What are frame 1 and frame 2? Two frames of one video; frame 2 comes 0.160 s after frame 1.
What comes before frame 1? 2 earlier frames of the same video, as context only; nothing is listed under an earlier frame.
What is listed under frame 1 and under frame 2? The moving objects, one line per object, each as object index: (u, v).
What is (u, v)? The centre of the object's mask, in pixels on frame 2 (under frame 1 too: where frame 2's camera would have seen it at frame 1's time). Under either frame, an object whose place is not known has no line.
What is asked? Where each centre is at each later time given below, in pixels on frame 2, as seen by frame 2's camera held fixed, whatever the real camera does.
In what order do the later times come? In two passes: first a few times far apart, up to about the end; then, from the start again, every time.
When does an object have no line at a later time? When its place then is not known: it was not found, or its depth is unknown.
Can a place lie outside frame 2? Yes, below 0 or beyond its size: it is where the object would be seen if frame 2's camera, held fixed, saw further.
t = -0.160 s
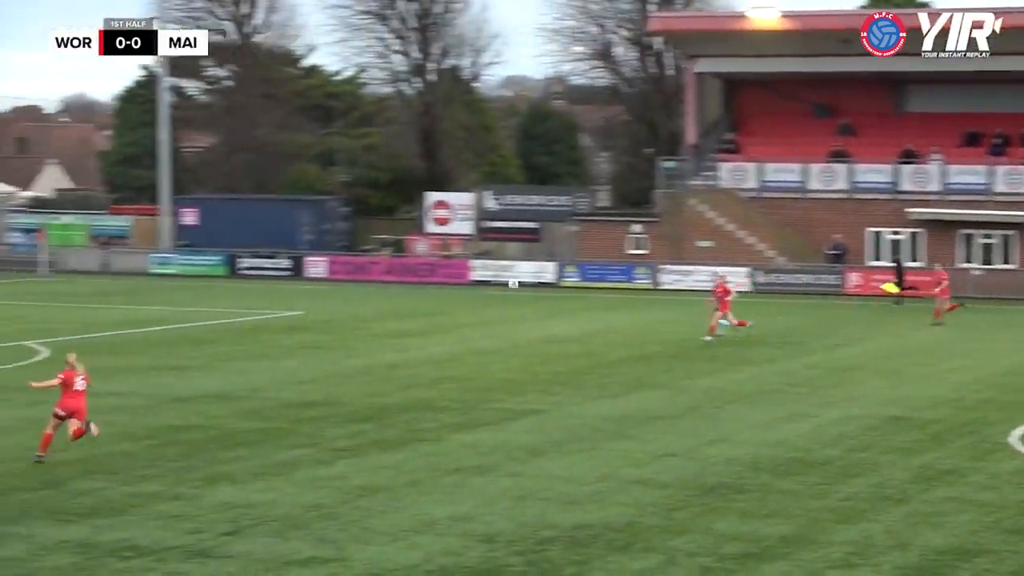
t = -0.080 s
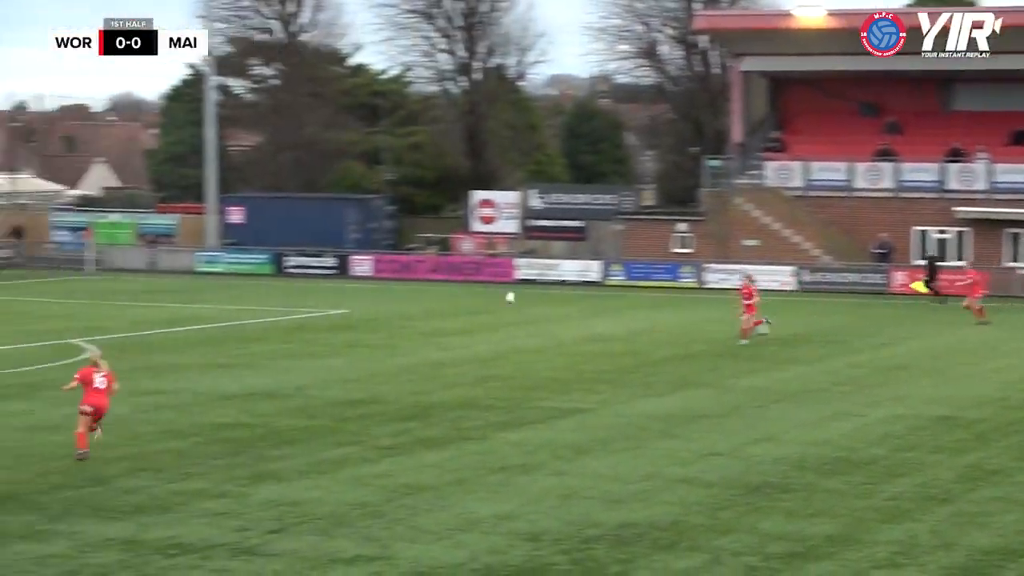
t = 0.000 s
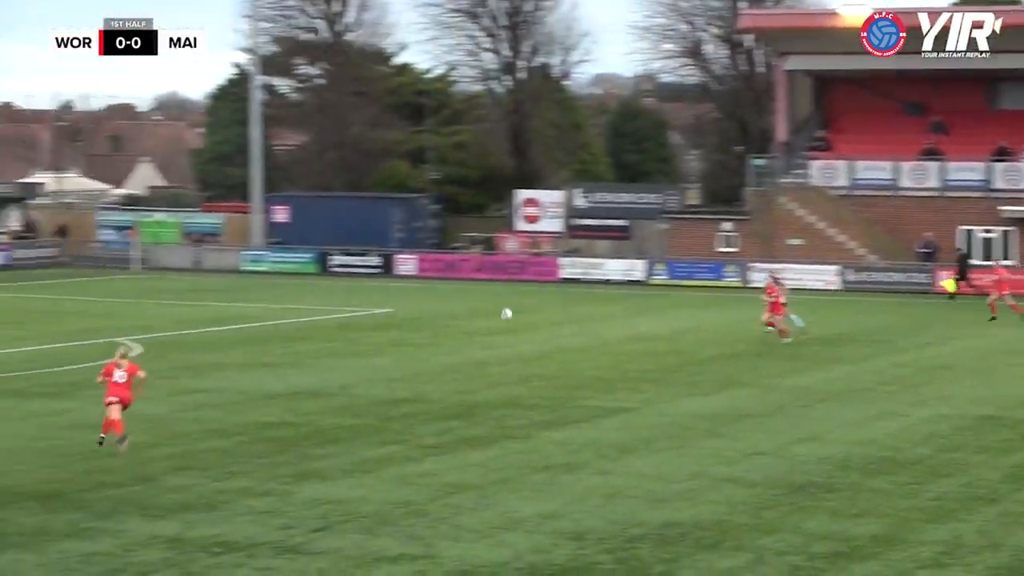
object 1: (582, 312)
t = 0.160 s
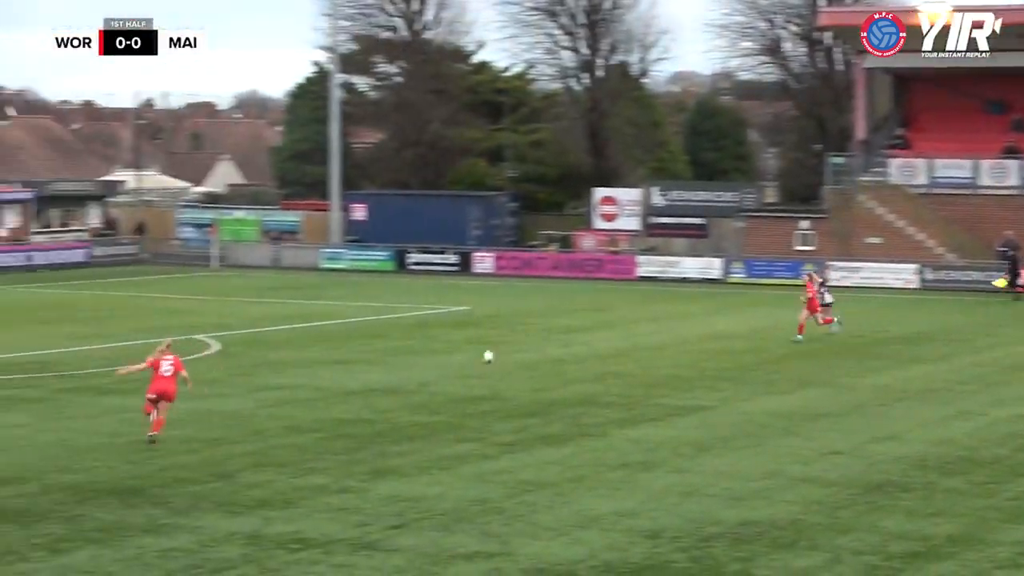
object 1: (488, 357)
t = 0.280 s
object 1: (430, 338)
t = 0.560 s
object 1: (294, 318)
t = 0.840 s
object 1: (149, 341)
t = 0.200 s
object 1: (468, 352)
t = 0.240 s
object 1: (449, 345)
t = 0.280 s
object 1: (430, 338)
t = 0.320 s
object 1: (411, 333)
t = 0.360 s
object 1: (392, 329)
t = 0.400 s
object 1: (373, 325)
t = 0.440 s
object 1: (353, 321)
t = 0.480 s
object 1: (334, 319)
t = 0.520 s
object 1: (314, 319)
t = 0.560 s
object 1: (294, 318)
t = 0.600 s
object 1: (274, 318)
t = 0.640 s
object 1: (254, 320)
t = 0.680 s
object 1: (233, 322)
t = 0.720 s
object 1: (213, 325)
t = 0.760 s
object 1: (192, 330)
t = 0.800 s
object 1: (170, 335)
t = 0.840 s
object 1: (149, 341)
